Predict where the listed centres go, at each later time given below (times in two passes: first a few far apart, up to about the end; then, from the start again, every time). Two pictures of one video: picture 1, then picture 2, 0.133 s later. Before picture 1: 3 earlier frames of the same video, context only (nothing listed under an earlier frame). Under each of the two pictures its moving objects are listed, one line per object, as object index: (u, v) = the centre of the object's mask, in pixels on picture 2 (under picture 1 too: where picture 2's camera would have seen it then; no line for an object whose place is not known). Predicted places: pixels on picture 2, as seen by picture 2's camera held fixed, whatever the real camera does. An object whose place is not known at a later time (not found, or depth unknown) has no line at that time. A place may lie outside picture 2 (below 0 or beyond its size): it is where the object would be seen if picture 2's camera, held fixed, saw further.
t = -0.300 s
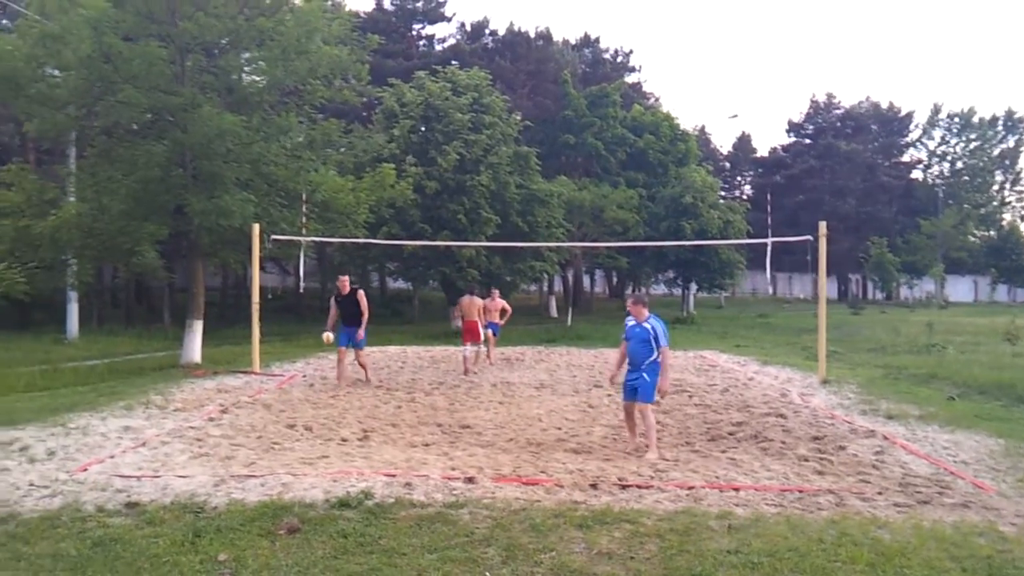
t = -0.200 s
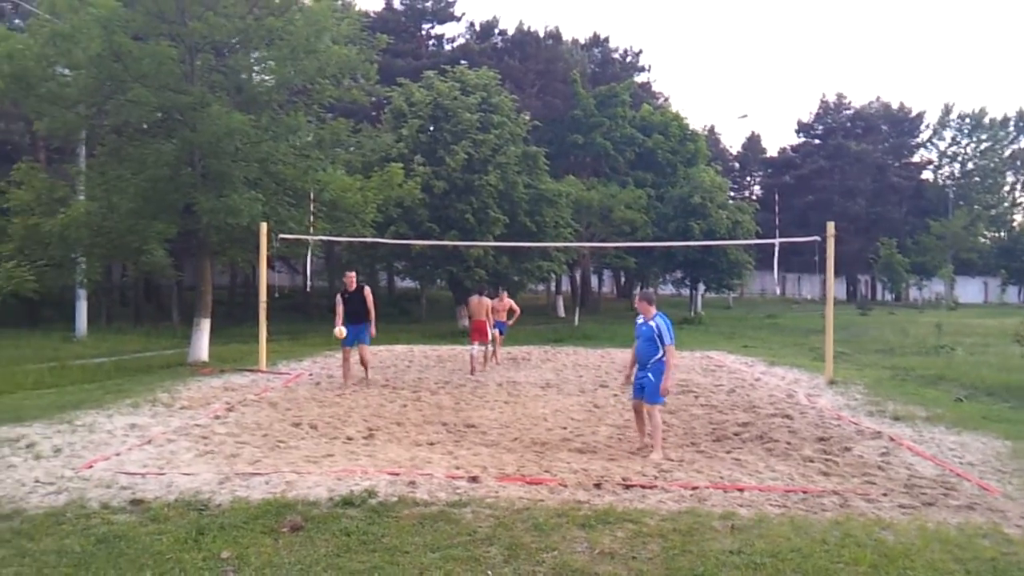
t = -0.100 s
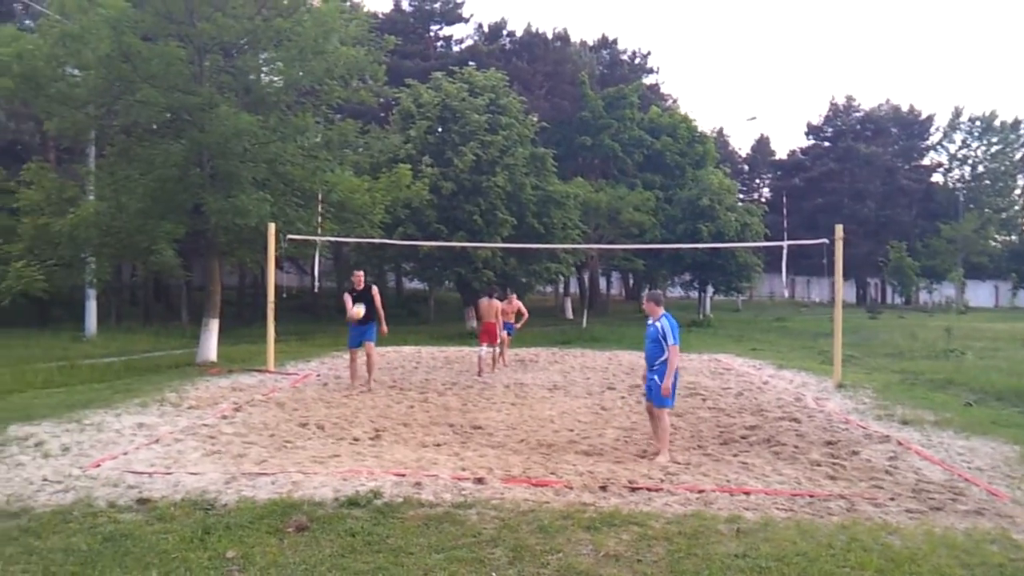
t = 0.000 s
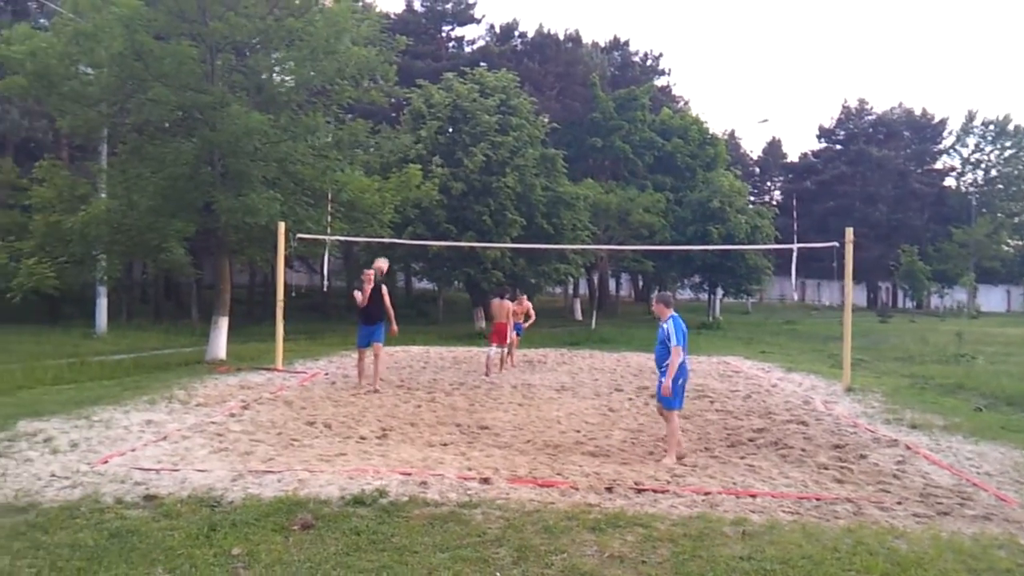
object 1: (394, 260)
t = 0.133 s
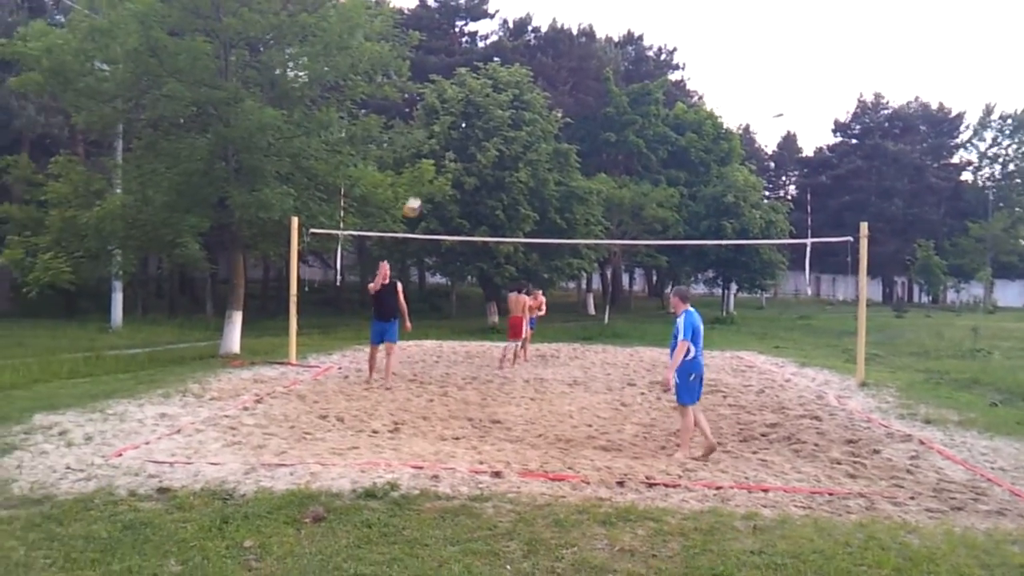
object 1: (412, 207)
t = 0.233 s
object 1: (428, 172)
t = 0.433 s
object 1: (460, 120)
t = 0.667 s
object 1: (502, 96)
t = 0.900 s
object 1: (545, 114)
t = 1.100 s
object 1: (584, 170)
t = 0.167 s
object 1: (417, 193)
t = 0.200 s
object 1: (423, 184)
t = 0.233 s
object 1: (428, 172)
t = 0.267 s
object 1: (433, 161)
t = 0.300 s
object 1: (439, 152)
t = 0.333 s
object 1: (445, 144)
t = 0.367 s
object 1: (450, 135)
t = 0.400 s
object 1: (456, 128)
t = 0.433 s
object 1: (460, 120)
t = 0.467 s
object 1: (466, 116)
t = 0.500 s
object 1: (472, 111)
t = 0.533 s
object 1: (478, 107)
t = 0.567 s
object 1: (484, 103)
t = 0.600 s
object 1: (490, 99)
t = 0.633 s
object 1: (495, 96)
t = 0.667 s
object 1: (502, 96)
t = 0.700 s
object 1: (508, 95)
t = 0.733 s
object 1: (513, 97)
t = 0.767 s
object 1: (519, 98)
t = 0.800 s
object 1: (526, 101)
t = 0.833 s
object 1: (532, 104)
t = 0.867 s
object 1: (539, 109)
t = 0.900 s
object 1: (545, 114)
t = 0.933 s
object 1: (551, 120)
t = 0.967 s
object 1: (558, 128)
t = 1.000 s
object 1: (565, 139)
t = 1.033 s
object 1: (571, 148)
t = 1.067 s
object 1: (577, 159)
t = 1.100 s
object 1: (584, 170)
